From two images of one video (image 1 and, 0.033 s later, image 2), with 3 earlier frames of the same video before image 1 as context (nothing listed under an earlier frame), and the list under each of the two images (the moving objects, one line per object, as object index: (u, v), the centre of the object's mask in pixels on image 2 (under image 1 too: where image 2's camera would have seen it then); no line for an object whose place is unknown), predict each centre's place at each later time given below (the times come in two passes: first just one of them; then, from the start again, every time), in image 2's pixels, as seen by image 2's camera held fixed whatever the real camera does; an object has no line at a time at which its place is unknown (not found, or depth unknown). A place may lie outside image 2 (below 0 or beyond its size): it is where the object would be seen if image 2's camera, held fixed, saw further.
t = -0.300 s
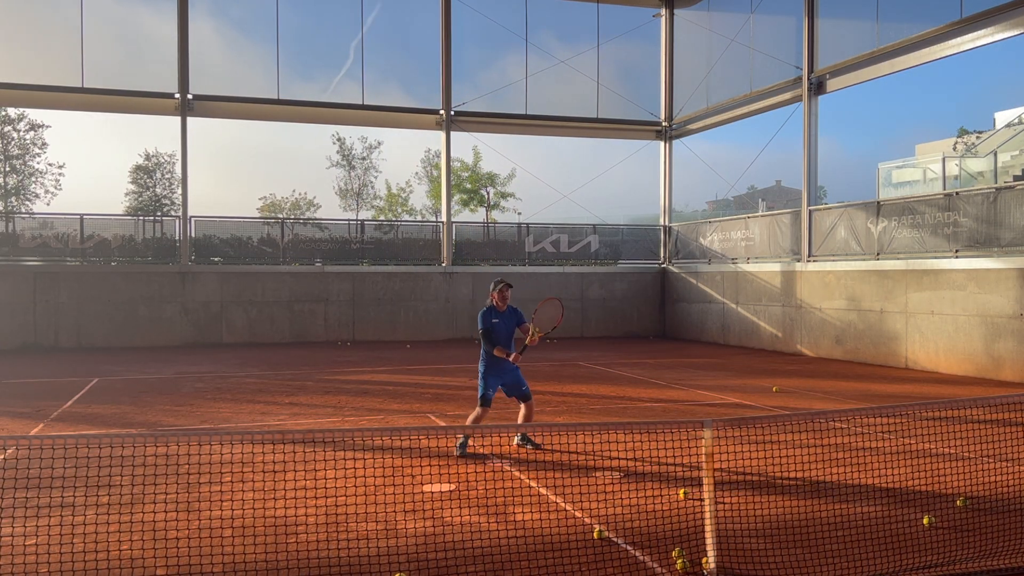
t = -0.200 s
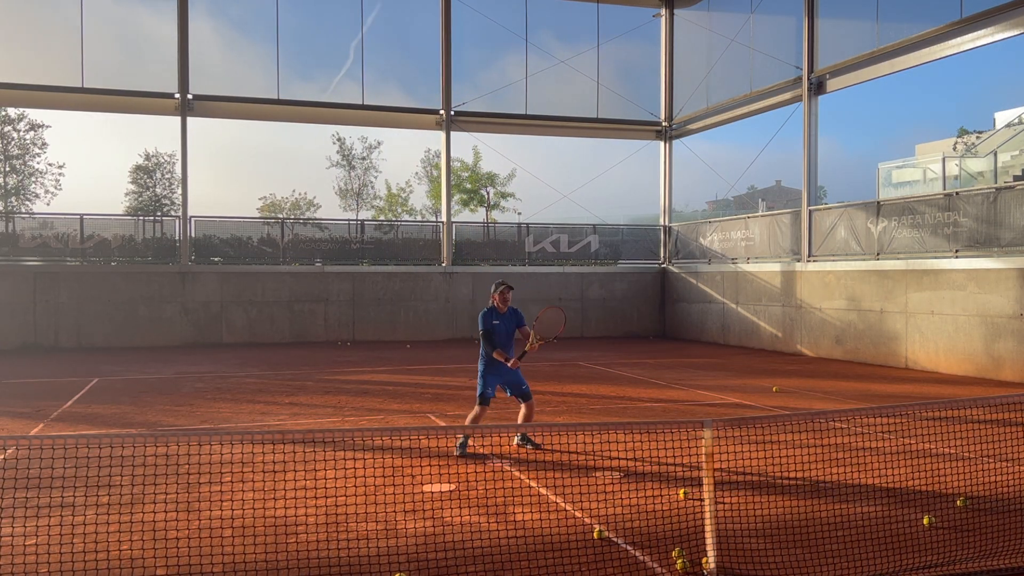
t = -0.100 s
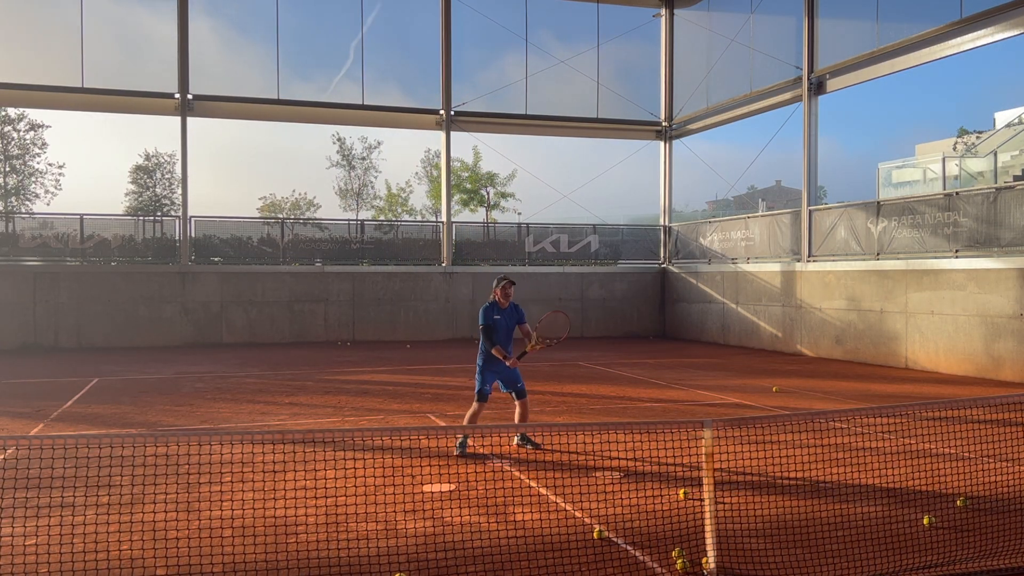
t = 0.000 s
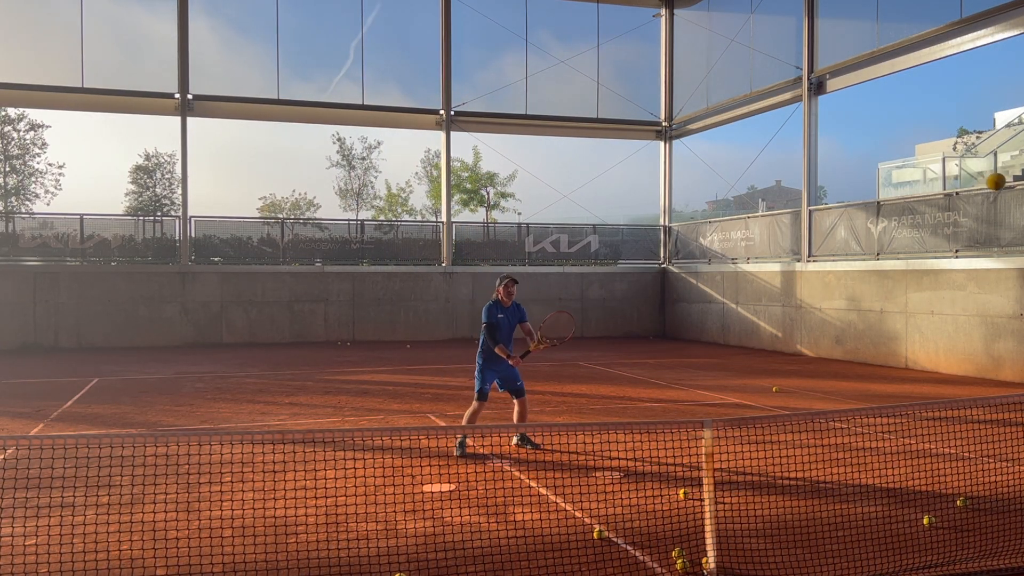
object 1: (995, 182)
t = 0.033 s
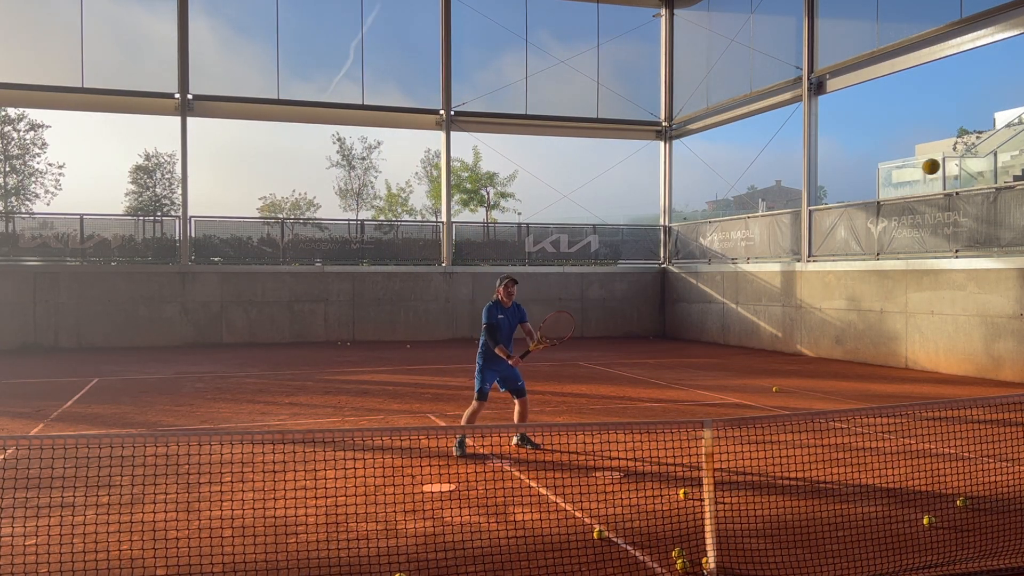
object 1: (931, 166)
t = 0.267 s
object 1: (627, 150)
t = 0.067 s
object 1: (874, 155)
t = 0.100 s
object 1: (822, 148)
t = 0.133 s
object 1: (775, 143)
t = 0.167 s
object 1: (733, 142)
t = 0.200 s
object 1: (694, 143)
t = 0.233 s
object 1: (659, 145)
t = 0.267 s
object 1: (627, 150)
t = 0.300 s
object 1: (597, 156)
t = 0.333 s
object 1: (569, 163)
